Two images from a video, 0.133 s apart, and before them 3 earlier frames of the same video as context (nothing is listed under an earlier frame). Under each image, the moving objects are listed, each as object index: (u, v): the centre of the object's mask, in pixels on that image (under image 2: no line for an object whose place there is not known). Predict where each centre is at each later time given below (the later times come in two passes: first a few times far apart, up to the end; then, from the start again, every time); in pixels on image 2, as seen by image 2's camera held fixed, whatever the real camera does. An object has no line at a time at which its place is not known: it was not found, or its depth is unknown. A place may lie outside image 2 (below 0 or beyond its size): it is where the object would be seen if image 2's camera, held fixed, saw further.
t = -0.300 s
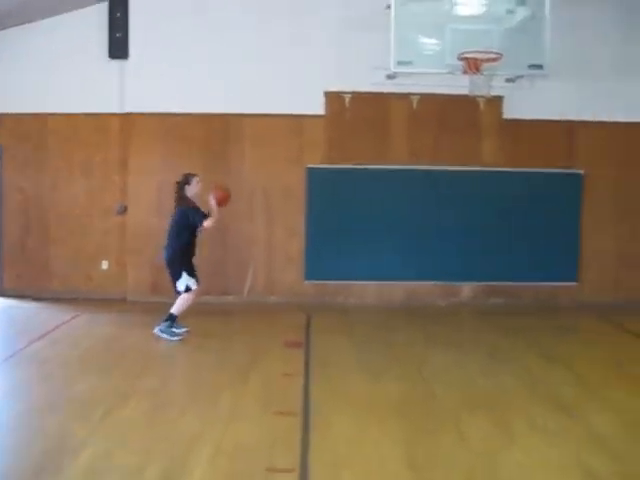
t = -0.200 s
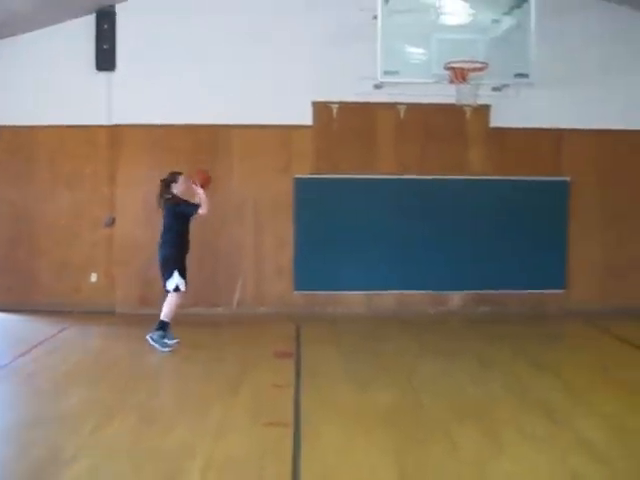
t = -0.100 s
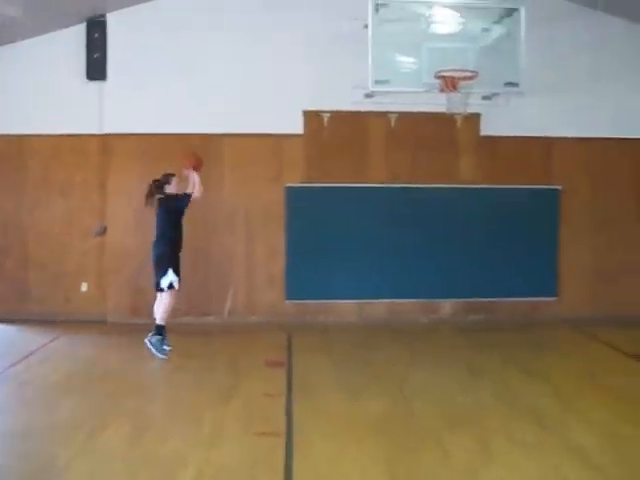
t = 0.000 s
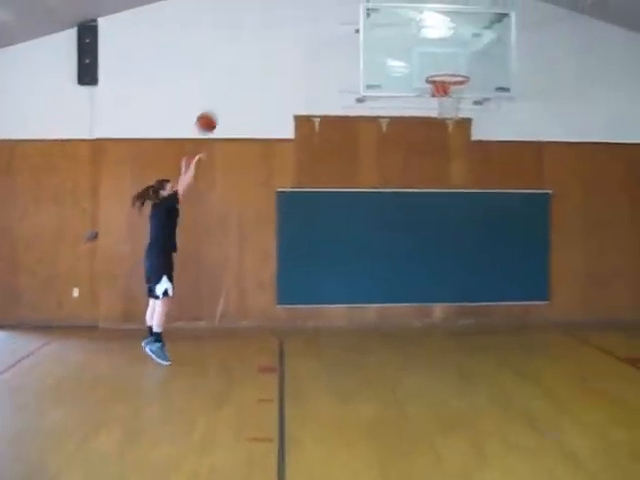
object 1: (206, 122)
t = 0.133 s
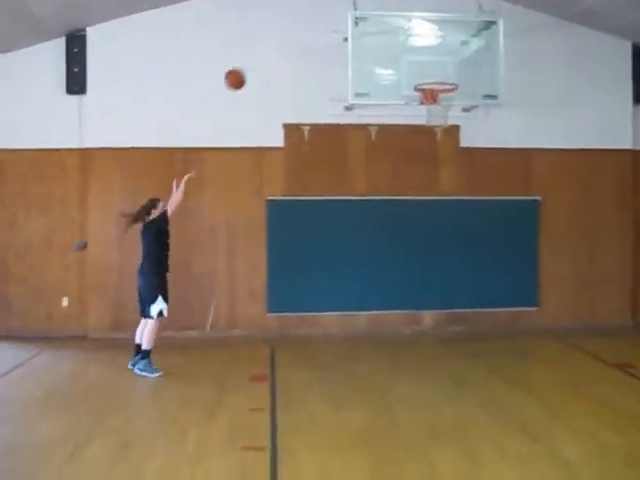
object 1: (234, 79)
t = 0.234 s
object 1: (264, 51)
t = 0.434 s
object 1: (319, 24)
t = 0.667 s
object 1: (381, 37)
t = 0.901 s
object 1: (439, 81)
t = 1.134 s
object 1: (425, 82)
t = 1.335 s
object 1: (430, 77)
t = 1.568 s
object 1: (443, 91)
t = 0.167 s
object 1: (244, 69)
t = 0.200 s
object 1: (254, 59)
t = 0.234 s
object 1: (264, 51)
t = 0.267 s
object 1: (272, 44)
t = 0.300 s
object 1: (282, 38)
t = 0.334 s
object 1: (291, 33)
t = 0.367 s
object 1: (301, 29)
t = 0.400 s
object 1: (310, 26)
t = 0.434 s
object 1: (319, 24)
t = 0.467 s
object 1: (328, 23)
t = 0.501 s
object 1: (337, 23)
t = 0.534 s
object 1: (346, 24)
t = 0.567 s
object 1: (355, 26)
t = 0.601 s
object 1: (364, 28)
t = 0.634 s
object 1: (373, 32)
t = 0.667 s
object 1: (381, 37)
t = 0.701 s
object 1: (390, 44)
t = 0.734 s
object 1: (398, 50)
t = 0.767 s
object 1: (407, 58)
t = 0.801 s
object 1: (416, 67)
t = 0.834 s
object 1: (424, 75)
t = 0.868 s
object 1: (432, 77)
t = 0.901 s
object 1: (439, 81)
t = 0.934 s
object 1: (445, 84)
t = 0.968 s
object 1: (445, 84)
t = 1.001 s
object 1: (441, 84)
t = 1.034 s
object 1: (438, 86)
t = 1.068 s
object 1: (433, 83)
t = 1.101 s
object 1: (429, 82)
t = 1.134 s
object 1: (425, 82)
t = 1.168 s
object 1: (423, 81)
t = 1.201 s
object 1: (422, 80)
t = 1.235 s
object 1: (423, 80)
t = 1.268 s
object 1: (424, 78)
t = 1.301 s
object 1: (426, 77)
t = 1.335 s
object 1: (430, 77)
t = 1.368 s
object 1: (432, 79)
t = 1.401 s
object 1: (436, 79)
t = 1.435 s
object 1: (440, 79)
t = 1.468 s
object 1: (443, 82)
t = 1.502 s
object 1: (445, 85)
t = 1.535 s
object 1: (445, 87)
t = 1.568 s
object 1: (443, 91)
